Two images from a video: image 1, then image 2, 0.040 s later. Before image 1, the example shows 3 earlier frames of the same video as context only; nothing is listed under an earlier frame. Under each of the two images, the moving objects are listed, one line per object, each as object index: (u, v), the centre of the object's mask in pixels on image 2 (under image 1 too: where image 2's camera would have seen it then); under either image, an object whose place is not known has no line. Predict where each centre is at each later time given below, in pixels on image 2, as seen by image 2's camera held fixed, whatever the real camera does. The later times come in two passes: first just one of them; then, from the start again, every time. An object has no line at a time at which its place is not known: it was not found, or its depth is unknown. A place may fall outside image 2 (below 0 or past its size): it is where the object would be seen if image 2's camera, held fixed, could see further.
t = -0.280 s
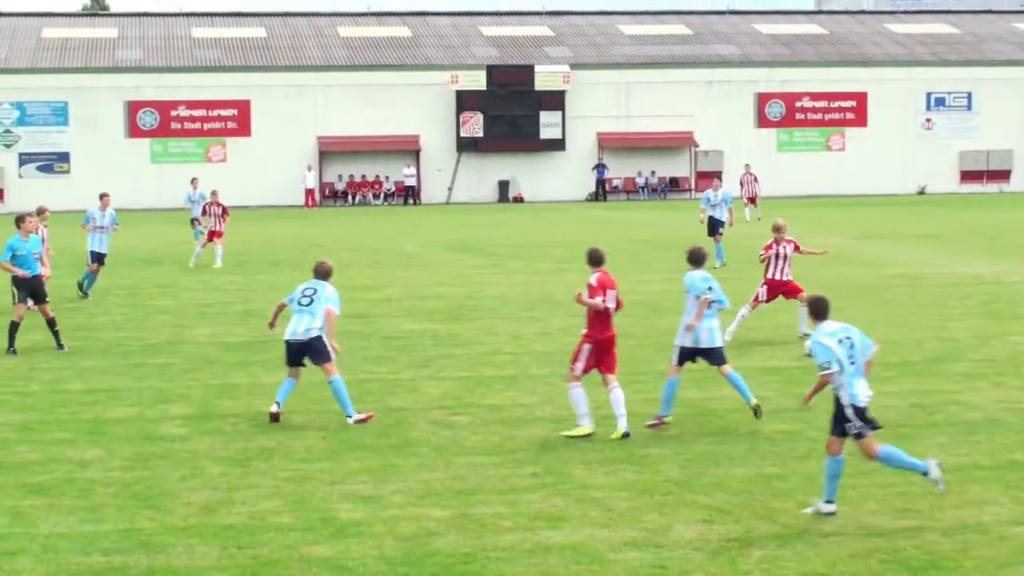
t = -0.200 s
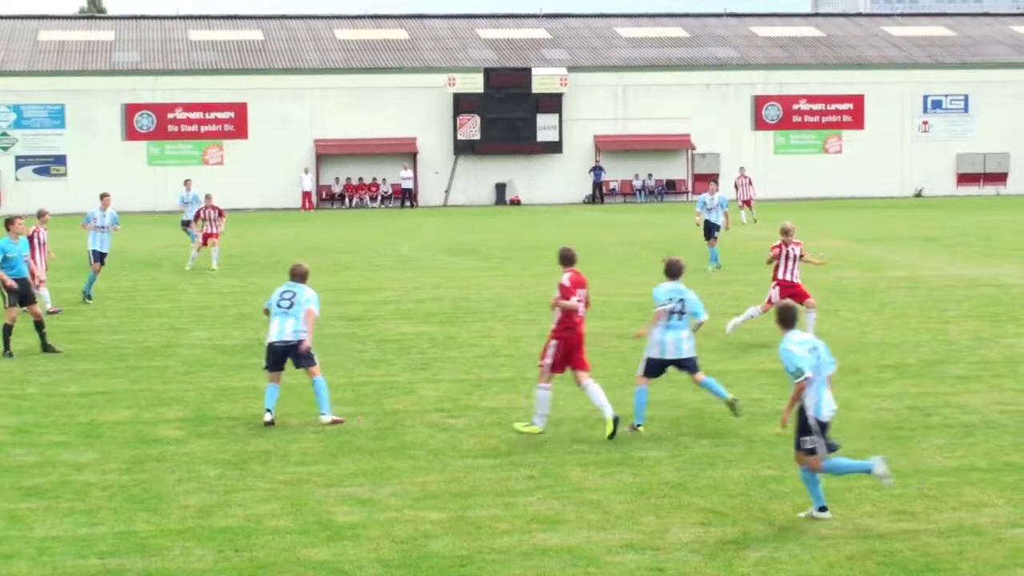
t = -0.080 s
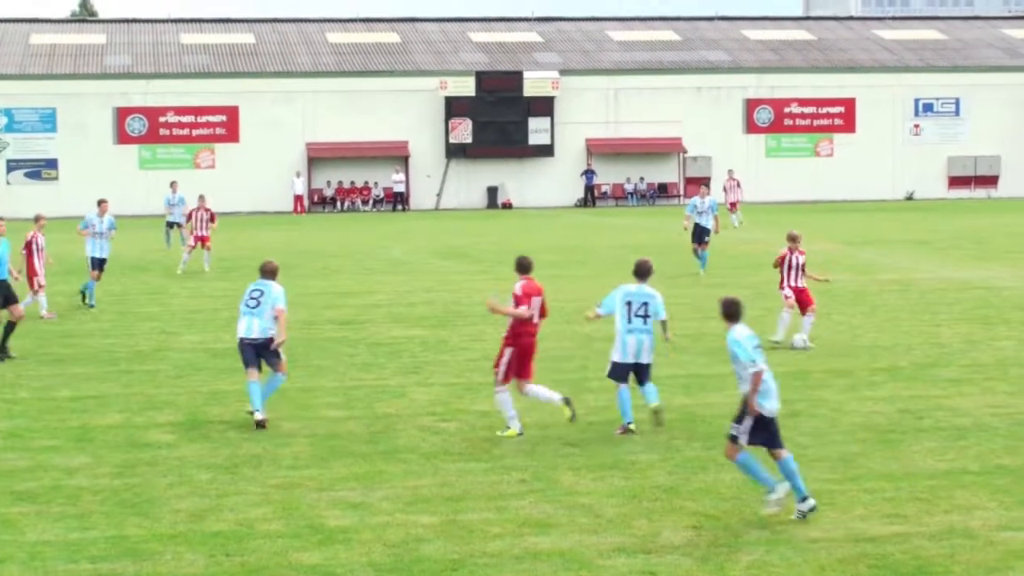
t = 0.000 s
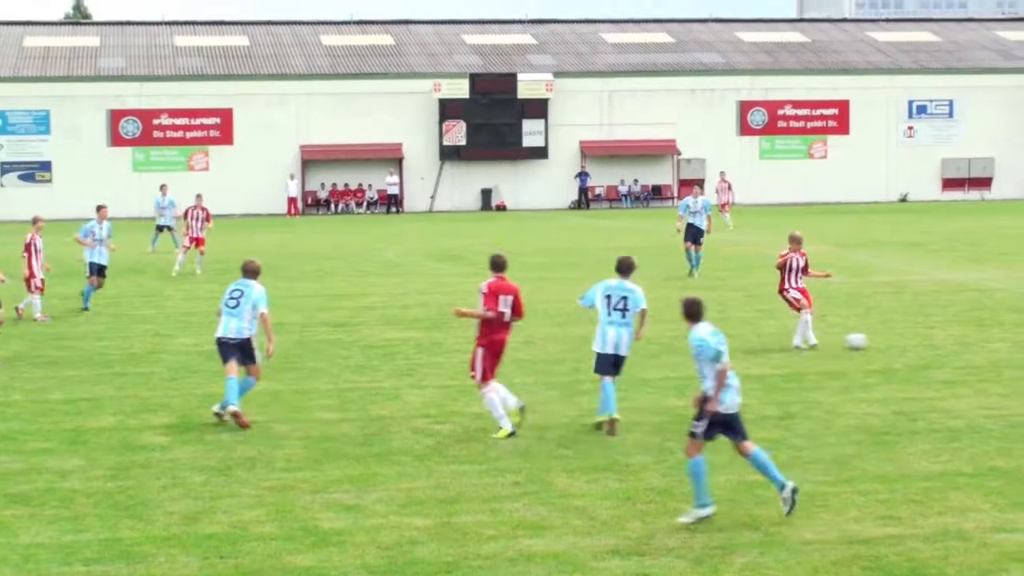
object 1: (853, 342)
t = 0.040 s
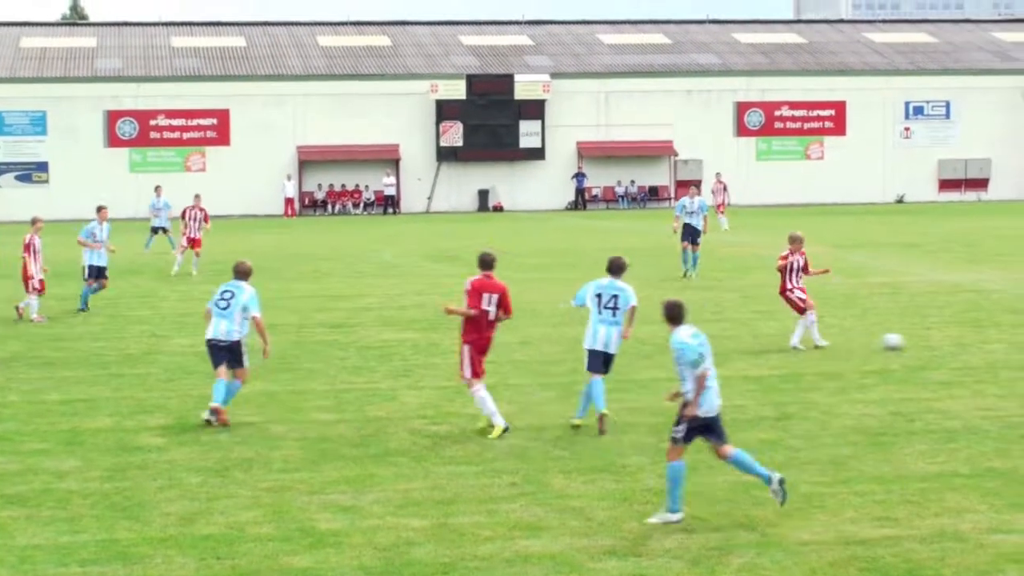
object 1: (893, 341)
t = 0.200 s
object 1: (1039, 341)
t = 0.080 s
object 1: (931, 341)
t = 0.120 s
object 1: (969, 341)
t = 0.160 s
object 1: (1006, 342)
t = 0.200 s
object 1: (1039, 341)
